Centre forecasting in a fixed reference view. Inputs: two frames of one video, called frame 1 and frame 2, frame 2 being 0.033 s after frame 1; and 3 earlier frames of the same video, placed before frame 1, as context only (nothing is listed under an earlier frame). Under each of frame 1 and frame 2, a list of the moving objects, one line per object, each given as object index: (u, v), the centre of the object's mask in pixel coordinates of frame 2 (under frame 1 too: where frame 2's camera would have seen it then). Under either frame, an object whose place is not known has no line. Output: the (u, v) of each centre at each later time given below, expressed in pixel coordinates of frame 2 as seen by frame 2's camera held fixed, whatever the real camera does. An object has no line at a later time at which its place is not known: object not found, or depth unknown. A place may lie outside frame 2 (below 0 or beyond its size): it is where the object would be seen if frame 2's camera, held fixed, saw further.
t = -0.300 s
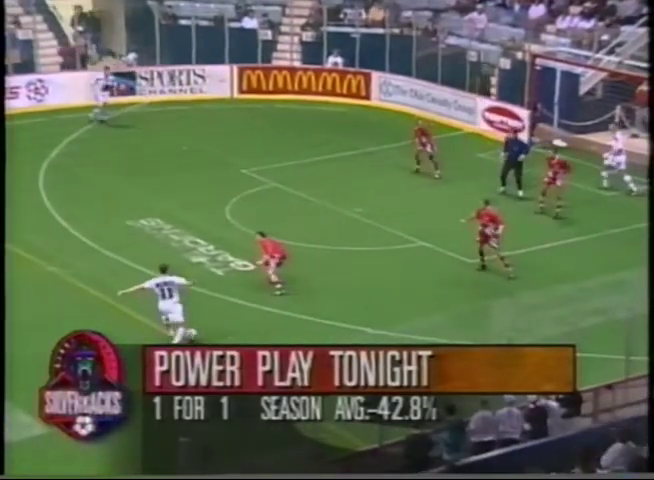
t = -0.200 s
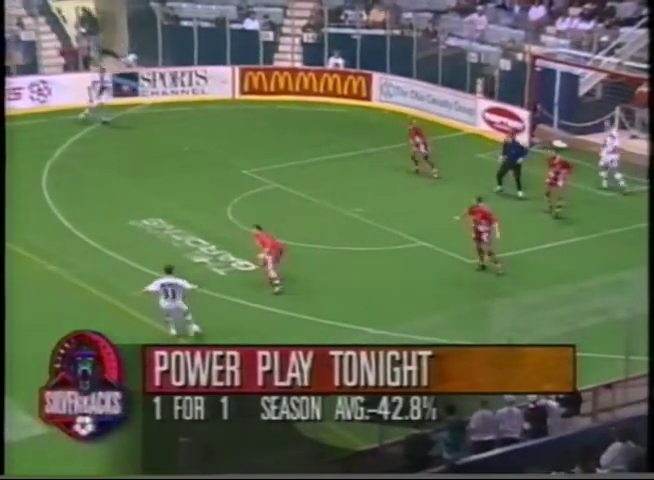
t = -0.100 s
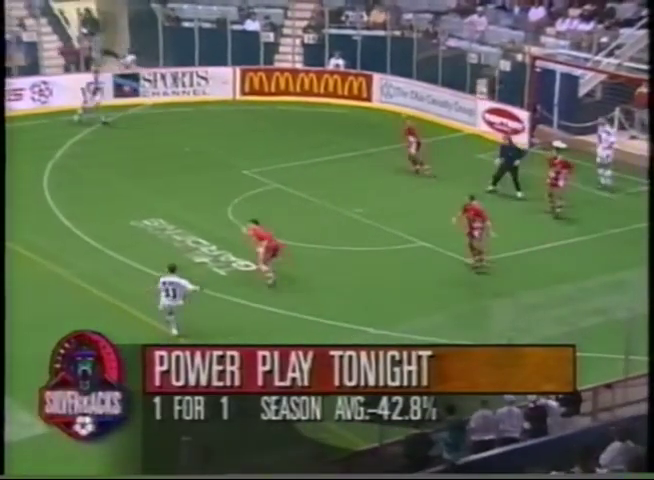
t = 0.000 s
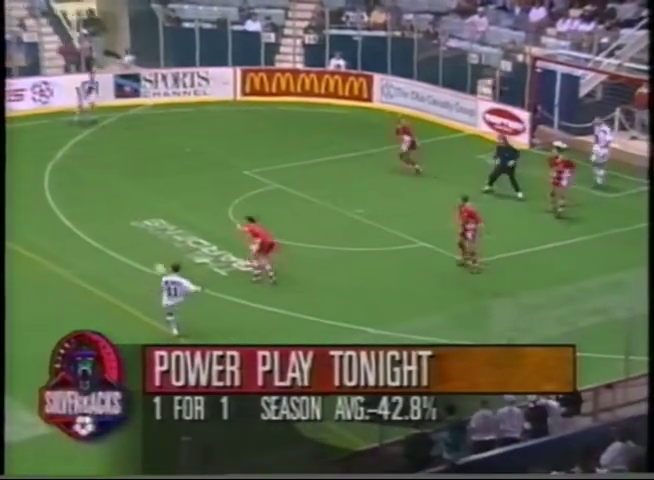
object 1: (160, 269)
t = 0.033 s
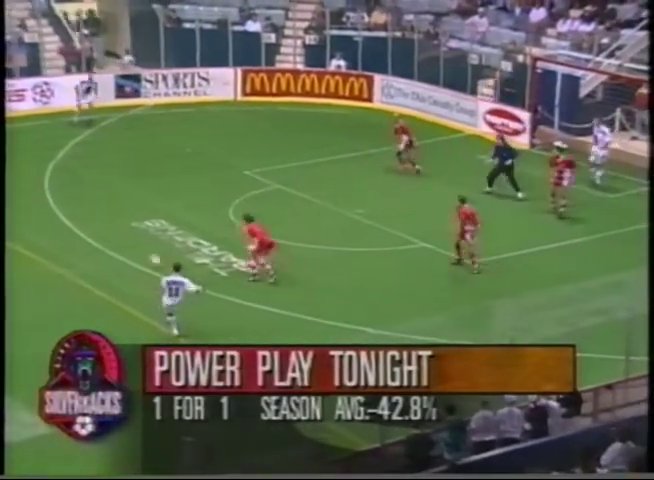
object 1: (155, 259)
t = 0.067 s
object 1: (150, 252)
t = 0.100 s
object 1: (146, 243)
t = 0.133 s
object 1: (141, 237)
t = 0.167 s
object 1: (135, 230)
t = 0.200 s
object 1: (131, 224)
